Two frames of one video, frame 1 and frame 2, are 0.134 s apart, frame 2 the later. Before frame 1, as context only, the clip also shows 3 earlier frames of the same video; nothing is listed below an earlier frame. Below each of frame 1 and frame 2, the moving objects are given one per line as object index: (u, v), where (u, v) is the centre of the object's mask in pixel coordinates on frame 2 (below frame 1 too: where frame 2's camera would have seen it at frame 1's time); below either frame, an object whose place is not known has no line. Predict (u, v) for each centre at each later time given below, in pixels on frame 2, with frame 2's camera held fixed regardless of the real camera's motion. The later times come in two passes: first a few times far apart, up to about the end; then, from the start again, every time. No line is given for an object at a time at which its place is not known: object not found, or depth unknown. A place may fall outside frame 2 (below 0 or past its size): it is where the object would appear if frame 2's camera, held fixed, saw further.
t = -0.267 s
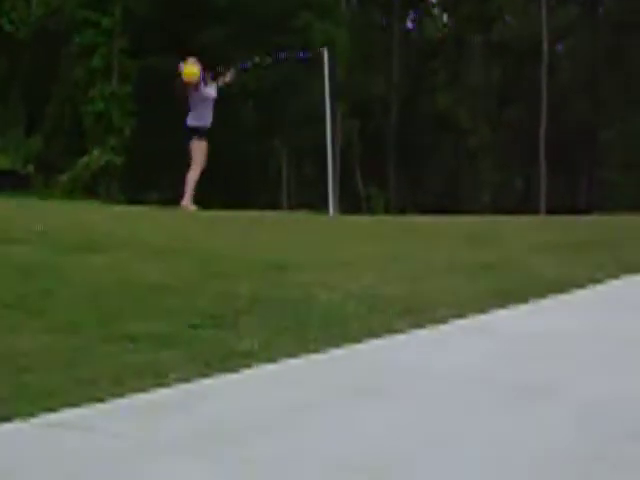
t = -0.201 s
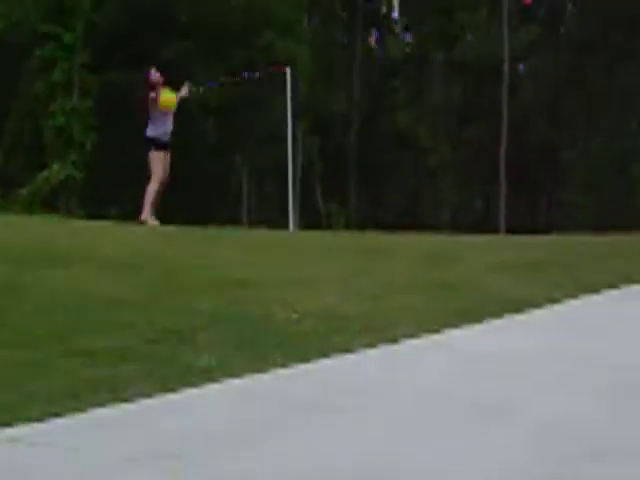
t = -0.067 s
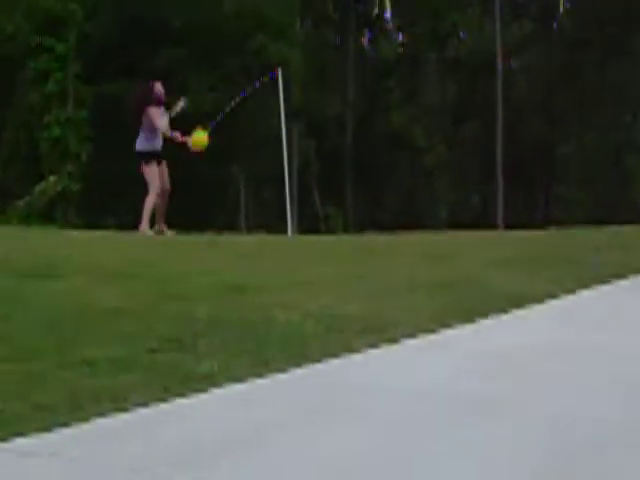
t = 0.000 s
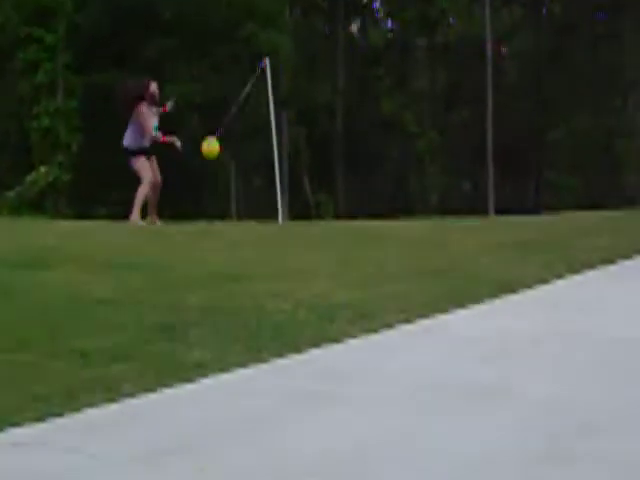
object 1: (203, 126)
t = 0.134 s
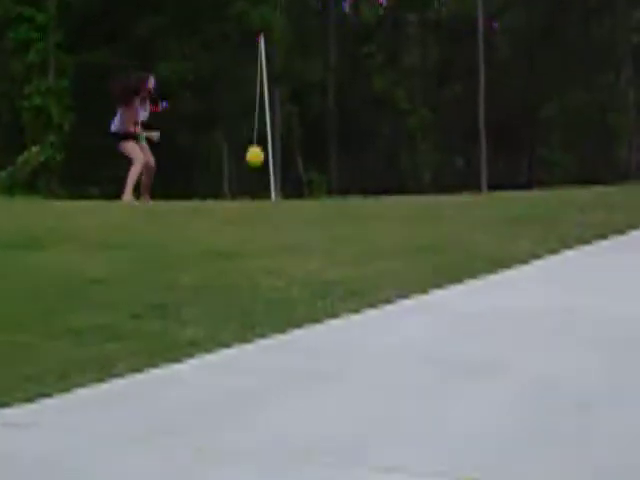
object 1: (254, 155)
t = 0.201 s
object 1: (281, 167)
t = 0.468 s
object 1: (355, 180)
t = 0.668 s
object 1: (369, 159)
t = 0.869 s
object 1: (346, 128)
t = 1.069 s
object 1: (311, 116)
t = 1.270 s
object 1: (269, 126)
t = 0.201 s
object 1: (281, 167)
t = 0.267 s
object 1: (306, 178)
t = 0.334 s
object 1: (327, 187)
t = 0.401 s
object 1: (342, 185)
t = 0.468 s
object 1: (355, 180)
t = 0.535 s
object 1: (365, 175)
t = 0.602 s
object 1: (370, 168)
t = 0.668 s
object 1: (369, 159)
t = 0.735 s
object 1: (364, 148)
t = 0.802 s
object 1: (356, 138)
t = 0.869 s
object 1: (346, 128)
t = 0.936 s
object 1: (336, 123)
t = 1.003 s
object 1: (325, 119)
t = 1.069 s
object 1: (311, 116)
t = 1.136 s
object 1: (298, 117)
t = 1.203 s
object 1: (285, 119)
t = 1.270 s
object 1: (269, 126)
